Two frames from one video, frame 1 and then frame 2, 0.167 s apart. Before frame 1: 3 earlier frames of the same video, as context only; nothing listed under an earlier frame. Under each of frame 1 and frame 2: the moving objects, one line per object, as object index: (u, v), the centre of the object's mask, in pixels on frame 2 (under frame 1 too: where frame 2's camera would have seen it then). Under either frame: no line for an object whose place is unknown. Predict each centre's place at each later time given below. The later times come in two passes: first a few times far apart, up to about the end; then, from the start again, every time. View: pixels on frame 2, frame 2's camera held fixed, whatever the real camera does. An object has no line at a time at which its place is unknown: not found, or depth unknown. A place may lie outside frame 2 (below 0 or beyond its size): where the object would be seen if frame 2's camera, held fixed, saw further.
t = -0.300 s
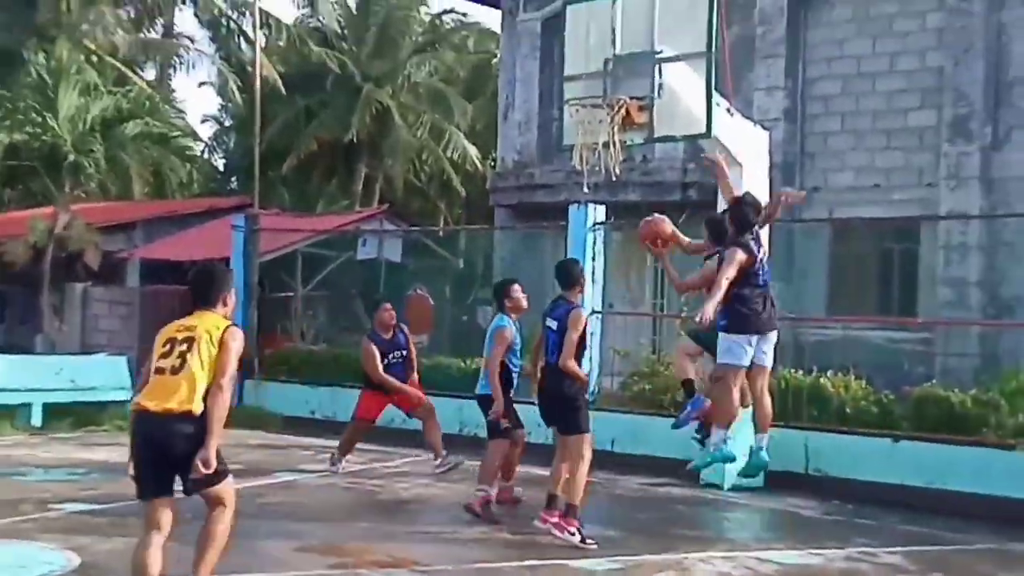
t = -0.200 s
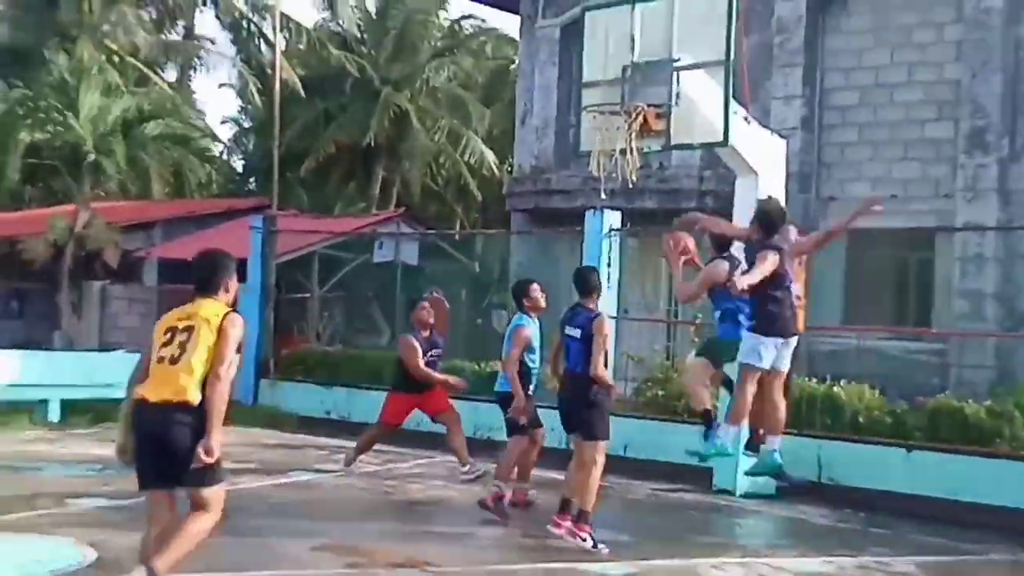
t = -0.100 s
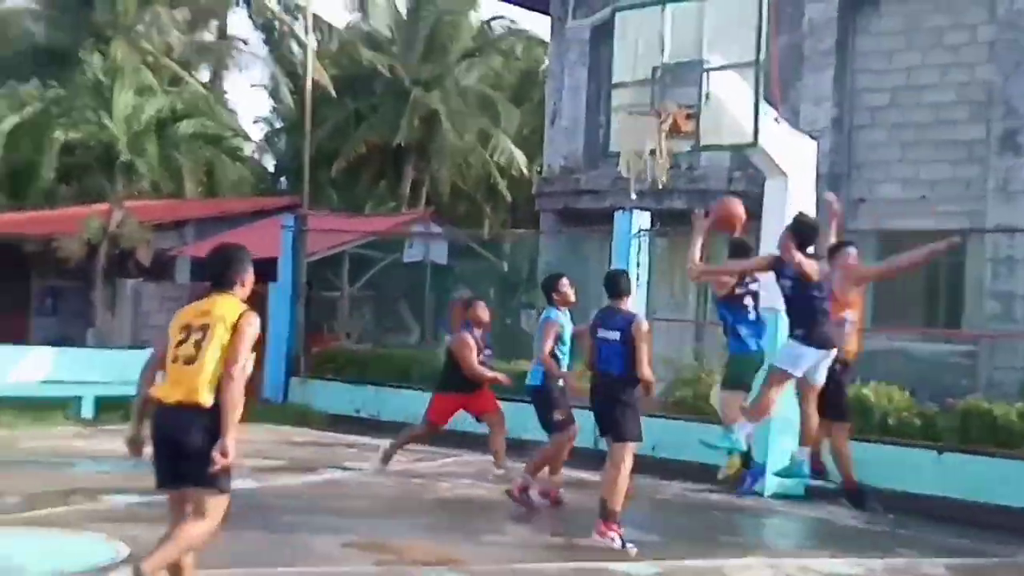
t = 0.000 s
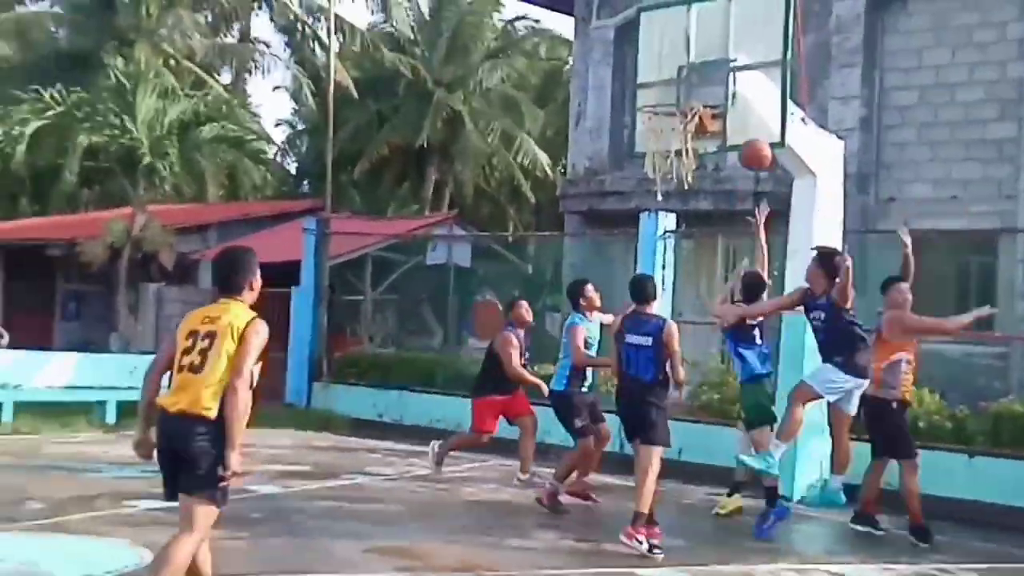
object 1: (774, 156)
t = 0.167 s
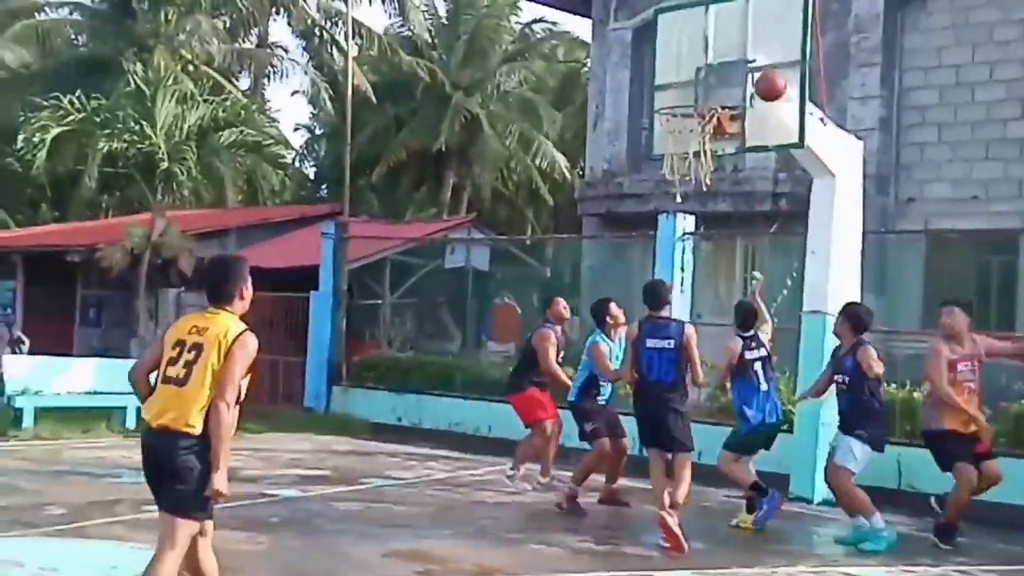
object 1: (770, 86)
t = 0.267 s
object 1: (751, 63)
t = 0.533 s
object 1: (693, 67)
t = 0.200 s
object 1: (765, 77)
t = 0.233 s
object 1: (758, 70)
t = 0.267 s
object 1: (751, 63)
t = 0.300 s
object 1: (744, 59)
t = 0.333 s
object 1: (736, 56)
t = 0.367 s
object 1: (729, 54)
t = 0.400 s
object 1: (723, 54)
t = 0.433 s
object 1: (715, 55)
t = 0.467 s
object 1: (708, 57)
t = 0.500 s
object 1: (700, 61)
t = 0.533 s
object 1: (693, 67)
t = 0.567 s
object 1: (686, 74)
